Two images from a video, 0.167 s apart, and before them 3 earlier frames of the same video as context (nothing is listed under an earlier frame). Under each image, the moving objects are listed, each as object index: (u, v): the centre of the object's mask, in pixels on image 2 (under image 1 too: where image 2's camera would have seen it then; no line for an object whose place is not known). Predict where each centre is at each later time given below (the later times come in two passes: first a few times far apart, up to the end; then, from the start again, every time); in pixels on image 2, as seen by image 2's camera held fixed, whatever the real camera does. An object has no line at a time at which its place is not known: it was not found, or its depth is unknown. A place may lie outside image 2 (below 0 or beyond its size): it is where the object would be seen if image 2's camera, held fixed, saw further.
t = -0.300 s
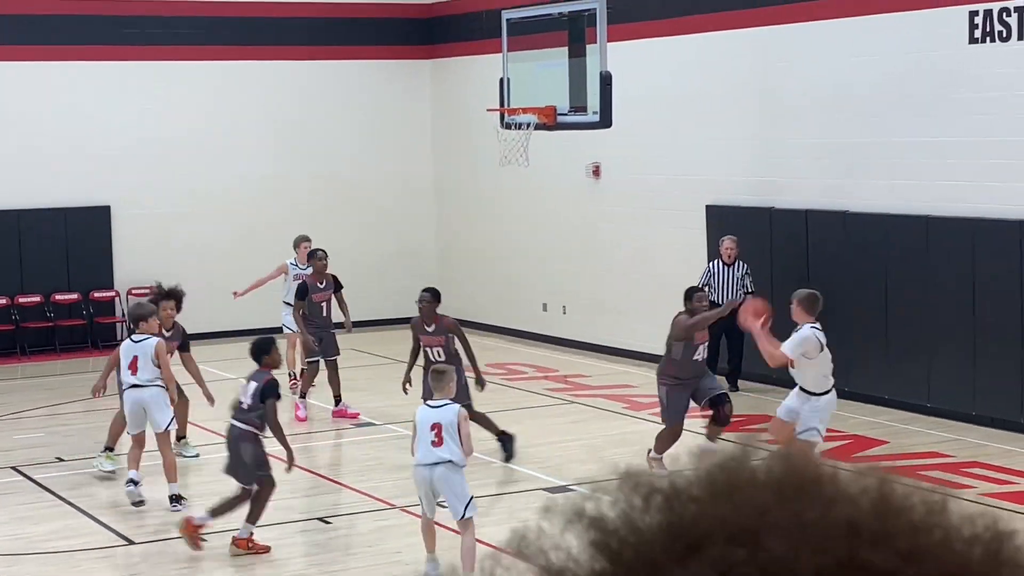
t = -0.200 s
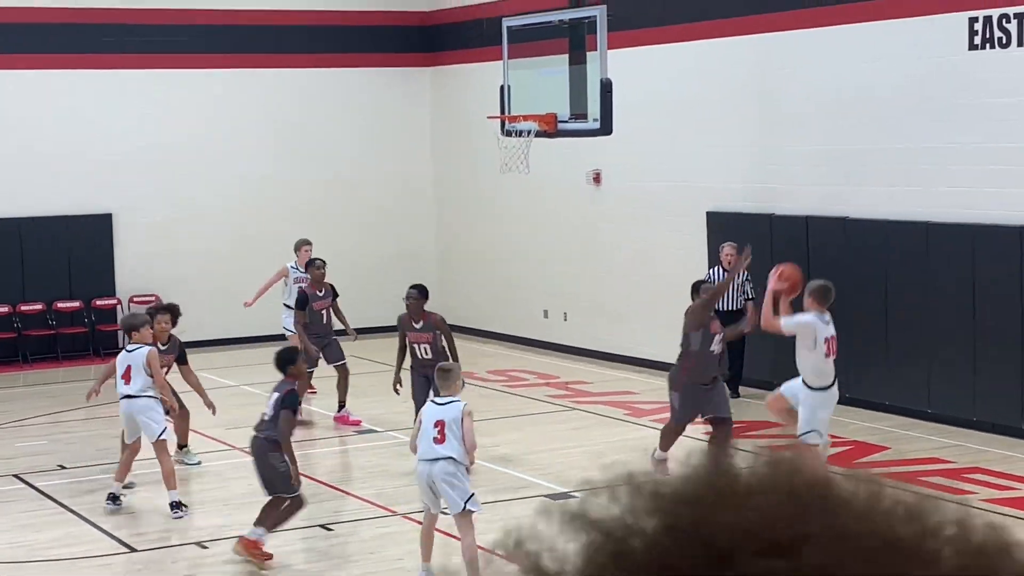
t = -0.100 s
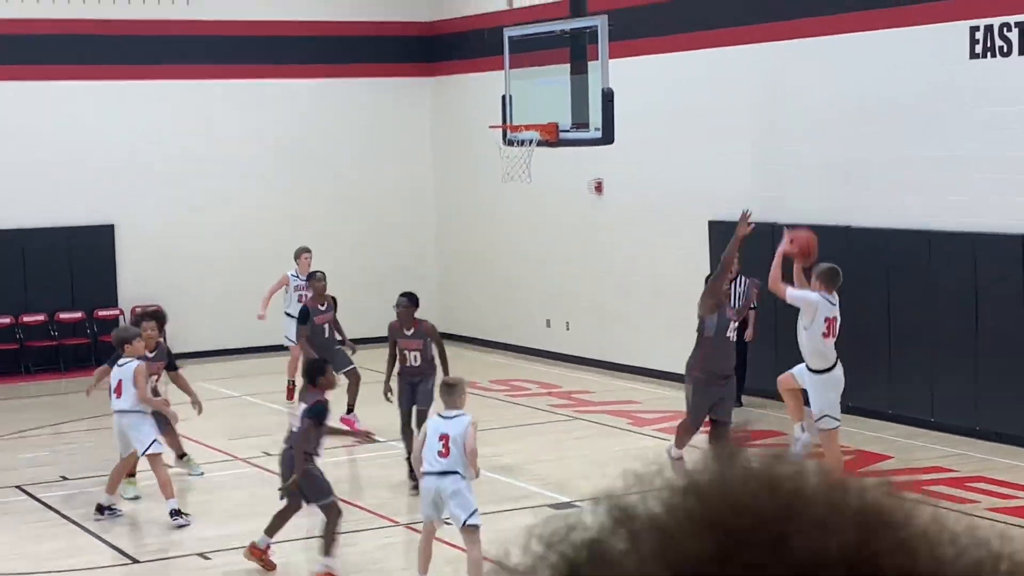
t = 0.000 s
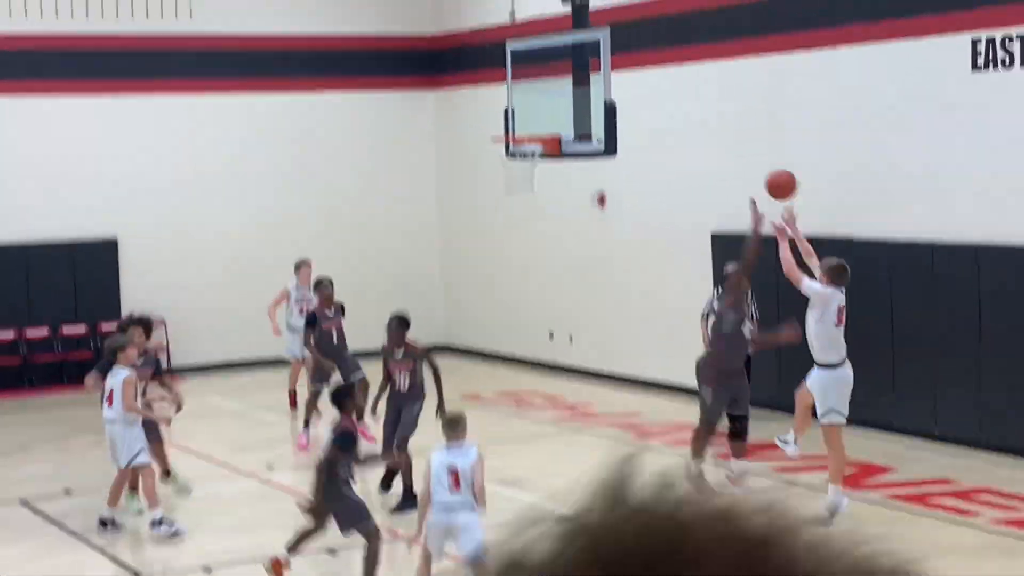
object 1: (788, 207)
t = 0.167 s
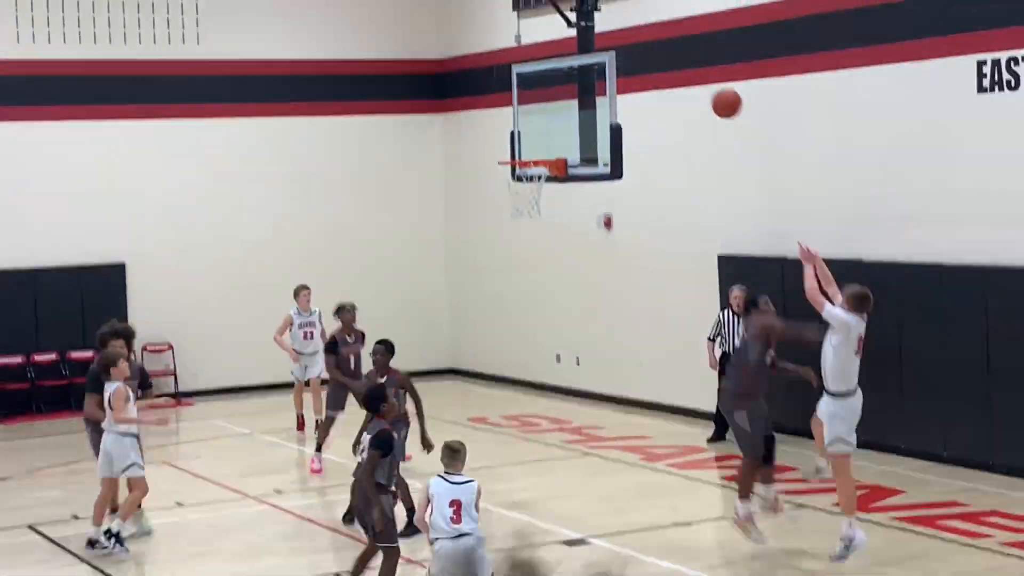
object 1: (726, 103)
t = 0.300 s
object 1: (683, 51)
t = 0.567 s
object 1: (604, 17)
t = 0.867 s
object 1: (530, 78)
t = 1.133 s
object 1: (467, 176)
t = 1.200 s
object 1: (449, 196)
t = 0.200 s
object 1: (715, 87)
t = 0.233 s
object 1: (704, 73)
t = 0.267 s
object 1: (693, 60)
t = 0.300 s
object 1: (683, 51)
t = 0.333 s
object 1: (672, 42)
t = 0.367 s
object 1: (662, 34)
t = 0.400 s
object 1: (652, 27)
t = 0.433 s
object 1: (642, 22)
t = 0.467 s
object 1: (633, 18)
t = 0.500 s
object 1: (623, 16)
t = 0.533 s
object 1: (613, 16)
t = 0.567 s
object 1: (604, 17)
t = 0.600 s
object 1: (595, 19)
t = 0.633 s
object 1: (586, 22)
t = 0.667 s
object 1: (578, 26)
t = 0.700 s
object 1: (569, 32)
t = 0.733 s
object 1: (561, 38)
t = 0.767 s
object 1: (553, 47)
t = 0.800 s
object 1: (544, 56)
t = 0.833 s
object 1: (536, 67)
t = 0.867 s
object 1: (530, 78)
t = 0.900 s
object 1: (521, 90)
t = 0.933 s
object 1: (513, 103)
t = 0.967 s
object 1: (506, 118)
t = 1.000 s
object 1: (500, 134)
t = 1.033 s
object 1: (493, 150)
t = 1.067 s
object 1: (485, 160)
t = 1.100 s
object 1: (476, 167)
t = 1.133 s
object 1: (467, 176)
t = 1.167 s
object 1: (458, 185)
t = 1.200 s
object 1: (449, 196)
